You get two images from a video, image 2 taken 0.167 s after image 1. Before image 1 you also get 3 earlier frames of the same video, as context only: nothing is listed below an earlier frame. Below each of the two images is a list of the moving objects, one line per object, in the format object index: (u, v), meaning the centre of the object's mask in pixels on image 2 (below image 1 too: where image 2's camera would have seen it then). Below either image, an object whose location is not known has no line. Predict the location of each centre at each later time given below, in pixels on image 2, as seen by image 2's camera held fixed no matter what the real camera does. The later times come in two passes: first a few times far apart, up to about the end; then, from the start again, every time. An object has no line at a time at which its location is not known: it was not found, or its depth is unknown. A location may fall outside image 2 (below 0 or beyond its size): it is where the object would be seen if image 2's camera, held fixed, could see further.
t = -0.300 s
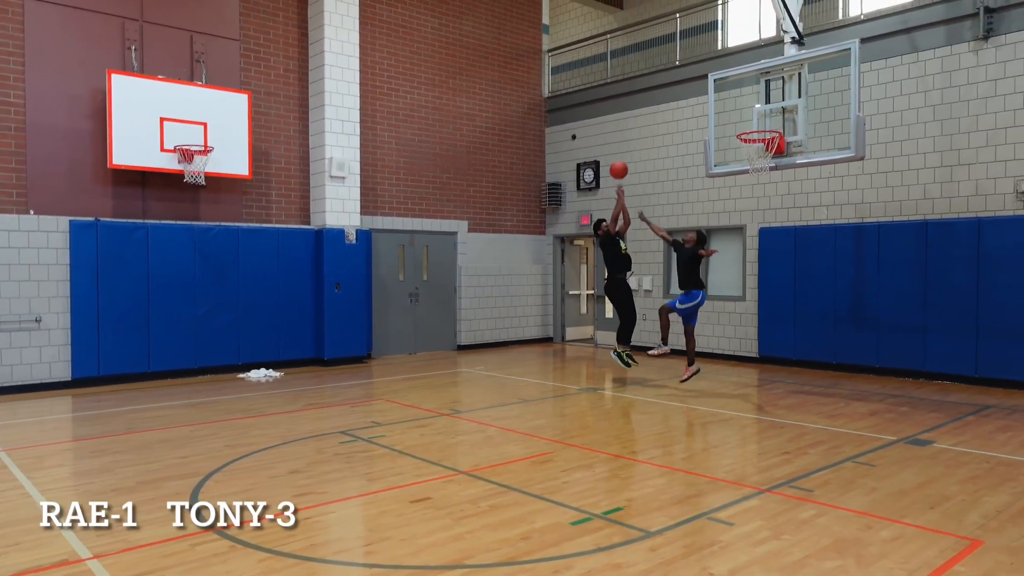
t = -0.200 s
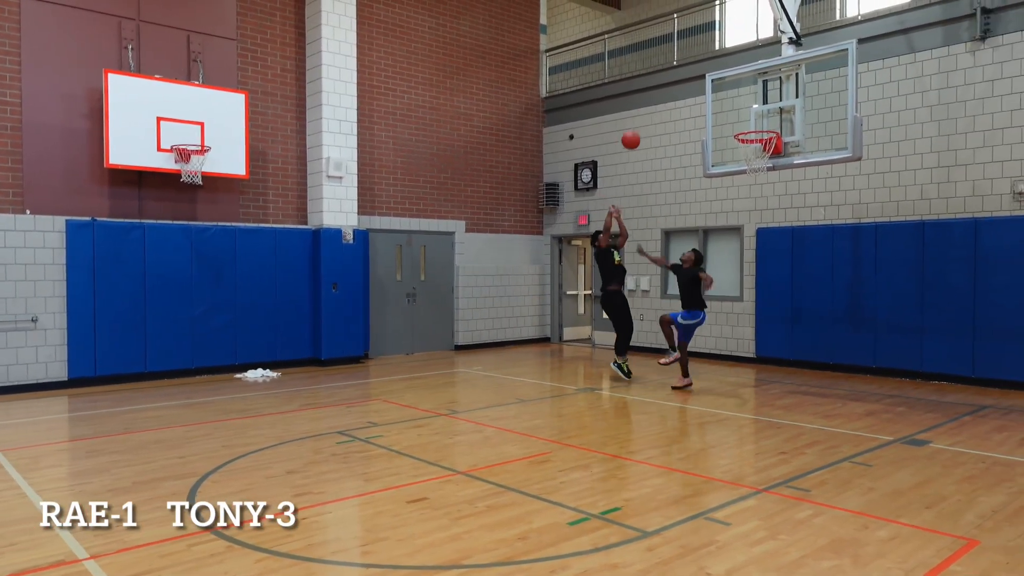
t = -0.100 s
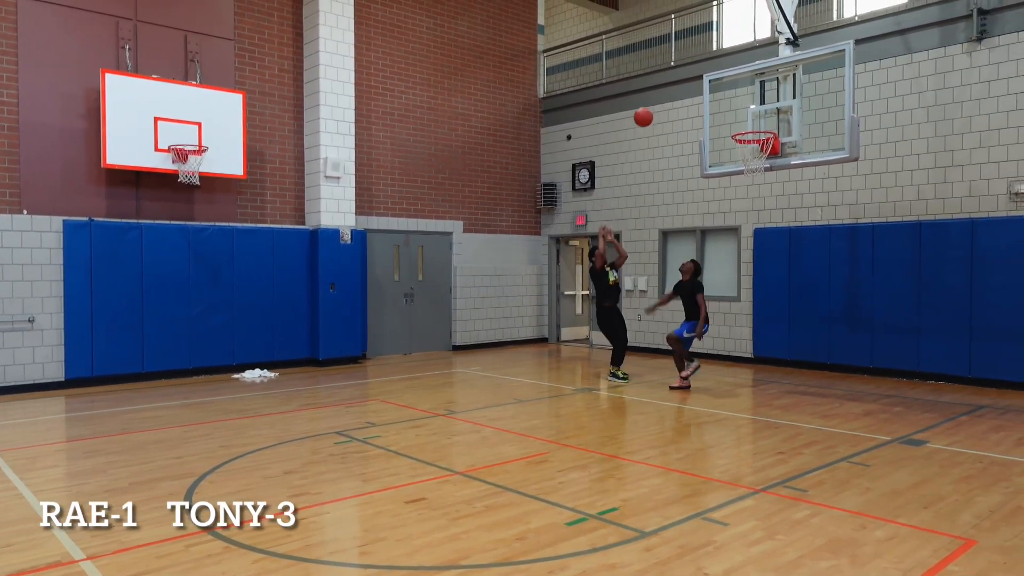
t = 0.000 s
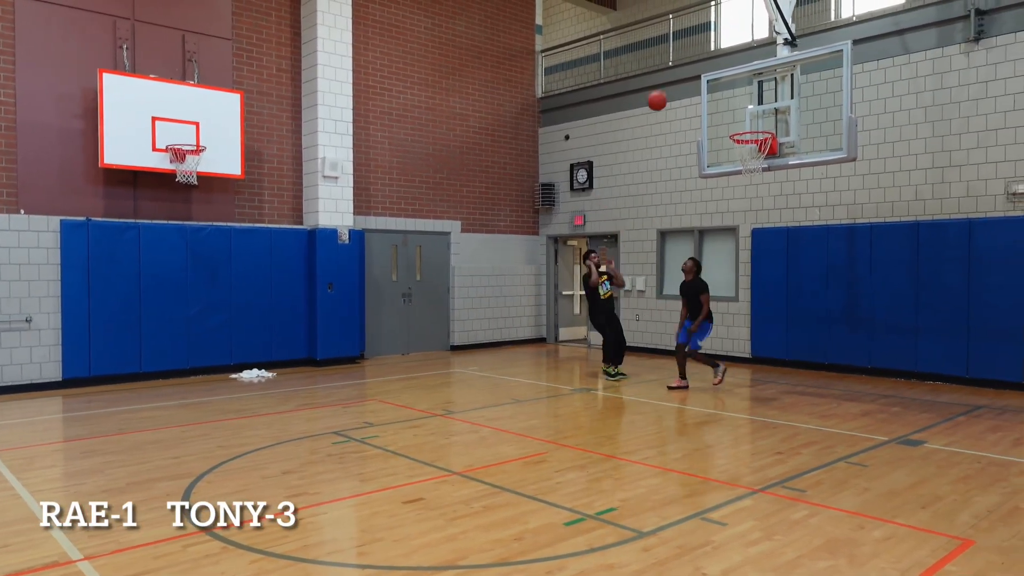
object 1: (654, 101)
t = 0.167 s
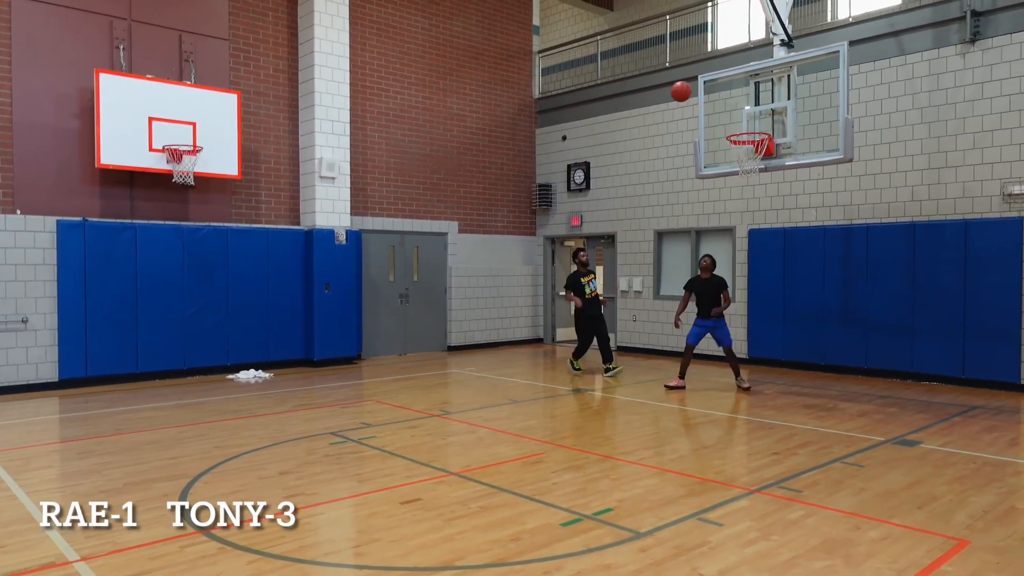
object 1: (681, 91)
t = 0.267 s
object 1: (698, 96)
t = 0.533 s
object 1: (743, 123)
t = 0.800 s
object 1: (773, 114)
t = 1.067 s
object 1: (790, 139)
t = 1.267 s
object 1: (792, 169)
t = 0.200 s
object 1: (687, 92)
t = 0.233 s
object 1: (692, 94)
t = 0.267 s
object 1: (698, 96)
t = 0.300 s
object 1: (704, 100)
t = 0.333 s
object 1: (709, 104)
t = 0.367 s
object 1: (715, 110)
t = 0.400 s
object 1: (721, 117)
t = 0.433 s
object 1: (727, 124)
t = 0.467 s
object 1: (732, 126)
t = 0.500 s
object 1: (737, 124)
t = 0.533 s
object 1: (743, 123)
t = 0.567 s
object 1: (748, 122)
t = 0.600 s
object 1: (754, 122)
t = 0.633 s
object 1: (759, 123)
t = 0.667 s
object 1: (764, 124)
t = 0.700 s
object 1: (766, 120)
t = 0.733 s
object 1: (769, 117)
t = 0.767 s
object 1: (771, 115)
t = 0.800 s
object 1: (773, 114)
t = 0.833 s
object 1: (775, 113)
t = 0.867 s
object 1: (777, 114)
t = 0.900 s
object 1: (779, 116)
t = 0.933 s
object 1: (782, 119)
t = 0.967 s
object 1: (784, 122)
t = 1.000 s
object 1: (786, 127)
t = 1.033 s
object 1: (788, 132)
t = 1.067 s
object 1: (790, 139)
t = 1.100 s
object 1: (793, 147)
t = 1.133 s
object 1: (795, 155)
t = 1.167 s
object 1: (795, 160)
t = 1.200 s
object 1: (794, 162)
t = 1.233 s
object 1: (793, 164)
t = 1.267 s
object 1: (792, 169)
